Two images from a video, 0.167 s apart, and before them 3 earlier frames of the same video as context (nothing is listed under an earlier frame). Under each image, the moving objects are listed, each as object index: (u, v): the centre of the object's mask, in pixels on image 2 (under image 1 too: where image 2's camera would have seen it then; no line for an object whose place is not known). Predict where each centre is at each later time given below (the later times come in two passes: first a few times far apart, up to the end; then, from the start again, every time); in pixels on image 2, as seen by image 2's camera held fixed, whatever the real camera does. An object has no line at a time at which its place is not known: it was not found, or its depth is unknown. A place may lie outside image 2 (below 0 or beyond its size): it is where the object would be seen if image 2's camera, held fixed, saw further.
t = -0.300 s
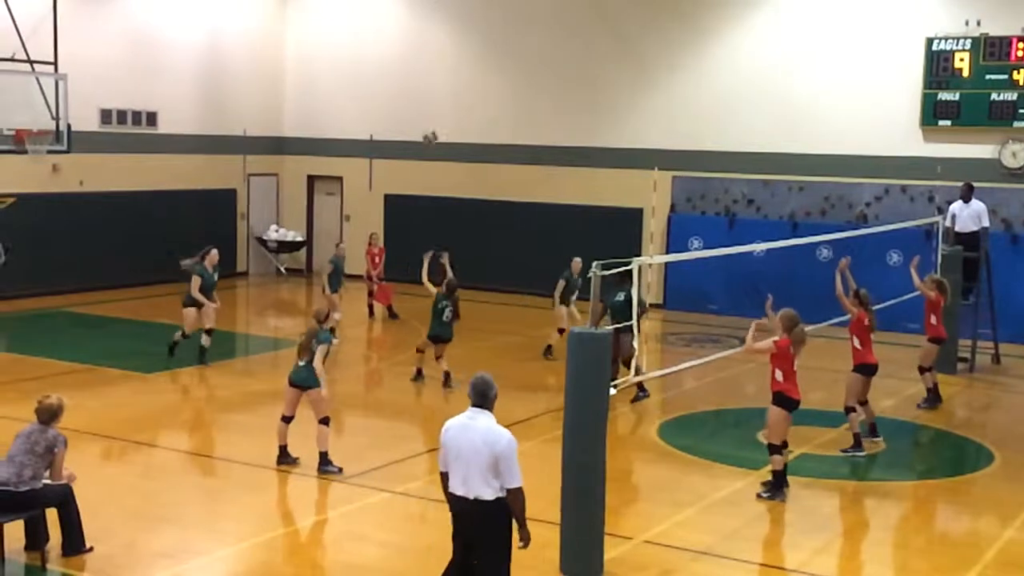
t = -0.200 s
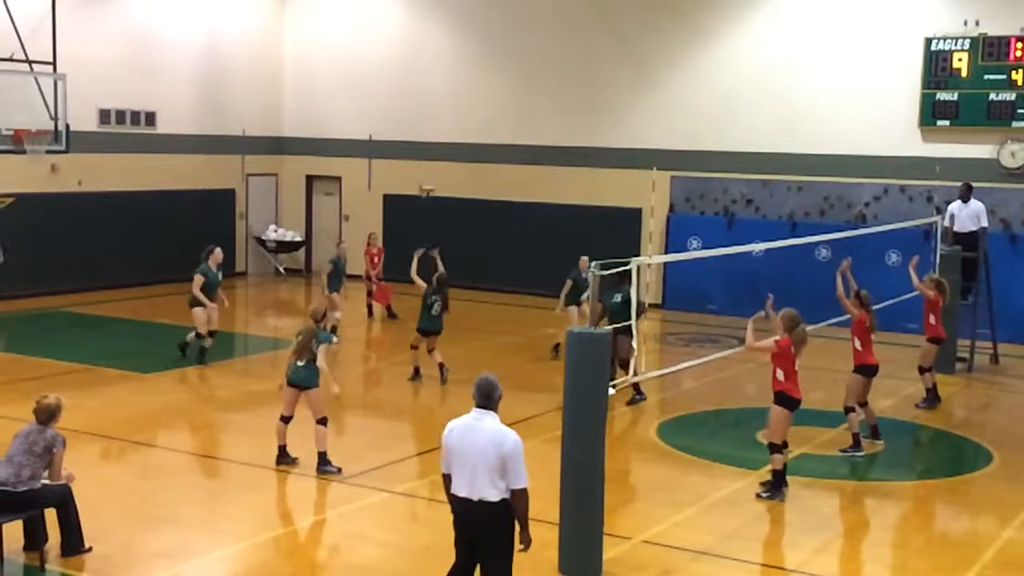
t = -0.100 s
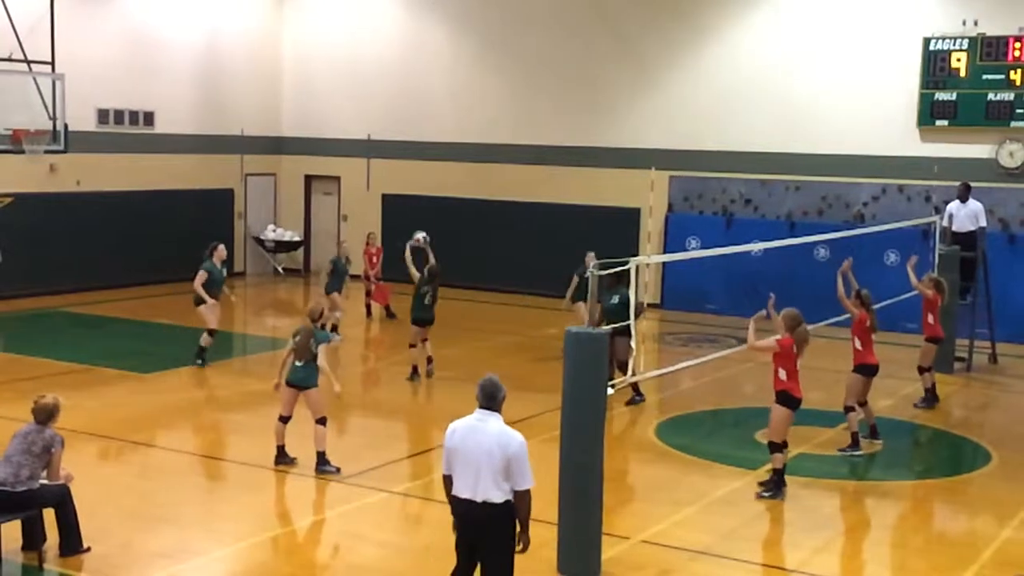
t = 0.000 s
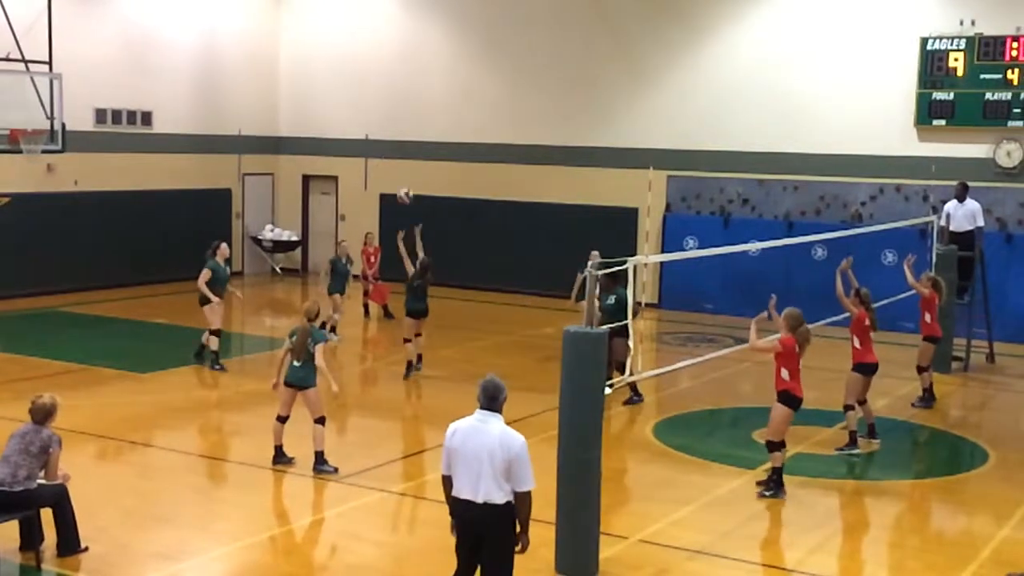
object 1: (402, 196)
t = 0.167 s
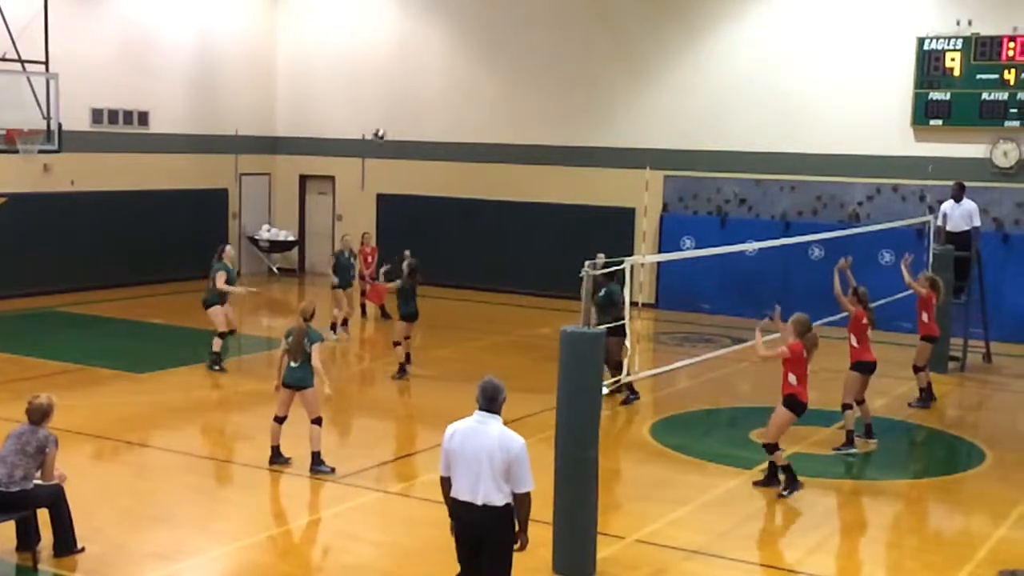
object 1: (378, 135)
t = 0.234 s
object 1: (369, 119)
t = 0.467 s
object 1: (337, 86)
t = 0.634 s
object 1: (316, 87)
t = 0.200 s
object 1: (374, 127)
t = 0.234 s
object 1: (369, 119)
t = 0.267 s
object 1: (365, 111)
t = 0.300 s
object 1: (360, 105)
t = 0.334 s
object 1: (356, 100)
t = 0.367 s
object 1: (351, 94)
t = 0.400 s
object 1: (346, 91)
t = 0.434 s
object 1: (342, 88)
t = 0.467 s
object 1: (337, 86)
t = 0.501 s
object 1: (333, 84)
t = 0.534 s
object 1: (329, 83)
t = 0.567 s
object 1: (324, 84)
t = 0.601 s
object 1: (320, 85)
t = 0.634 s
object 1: (316, 87)
